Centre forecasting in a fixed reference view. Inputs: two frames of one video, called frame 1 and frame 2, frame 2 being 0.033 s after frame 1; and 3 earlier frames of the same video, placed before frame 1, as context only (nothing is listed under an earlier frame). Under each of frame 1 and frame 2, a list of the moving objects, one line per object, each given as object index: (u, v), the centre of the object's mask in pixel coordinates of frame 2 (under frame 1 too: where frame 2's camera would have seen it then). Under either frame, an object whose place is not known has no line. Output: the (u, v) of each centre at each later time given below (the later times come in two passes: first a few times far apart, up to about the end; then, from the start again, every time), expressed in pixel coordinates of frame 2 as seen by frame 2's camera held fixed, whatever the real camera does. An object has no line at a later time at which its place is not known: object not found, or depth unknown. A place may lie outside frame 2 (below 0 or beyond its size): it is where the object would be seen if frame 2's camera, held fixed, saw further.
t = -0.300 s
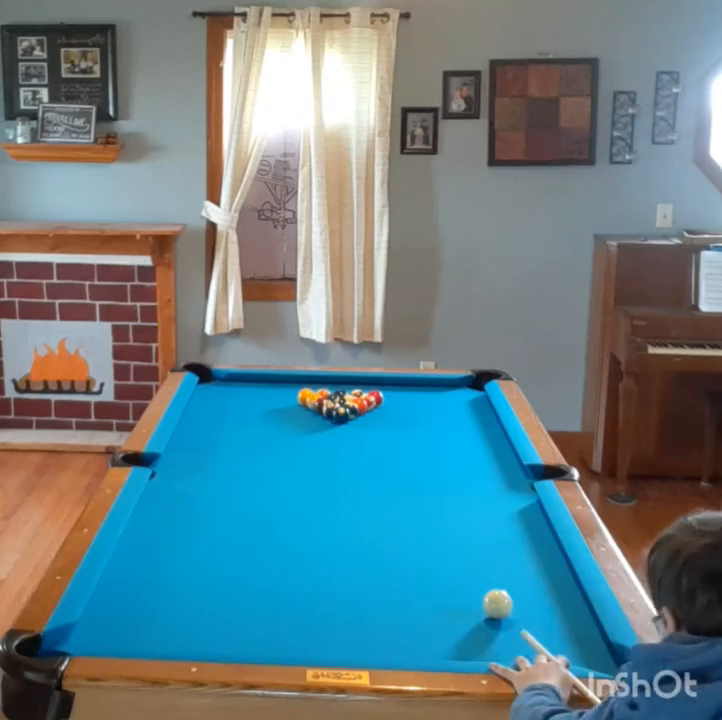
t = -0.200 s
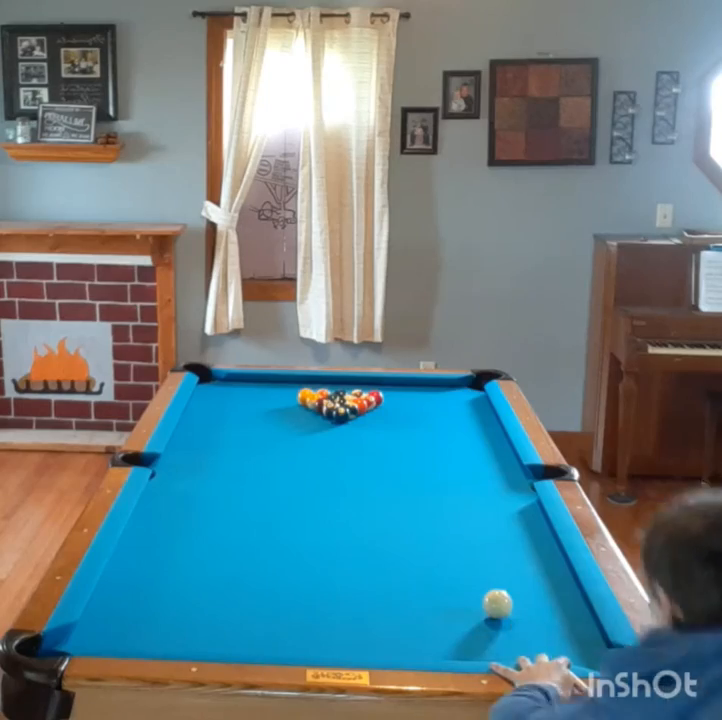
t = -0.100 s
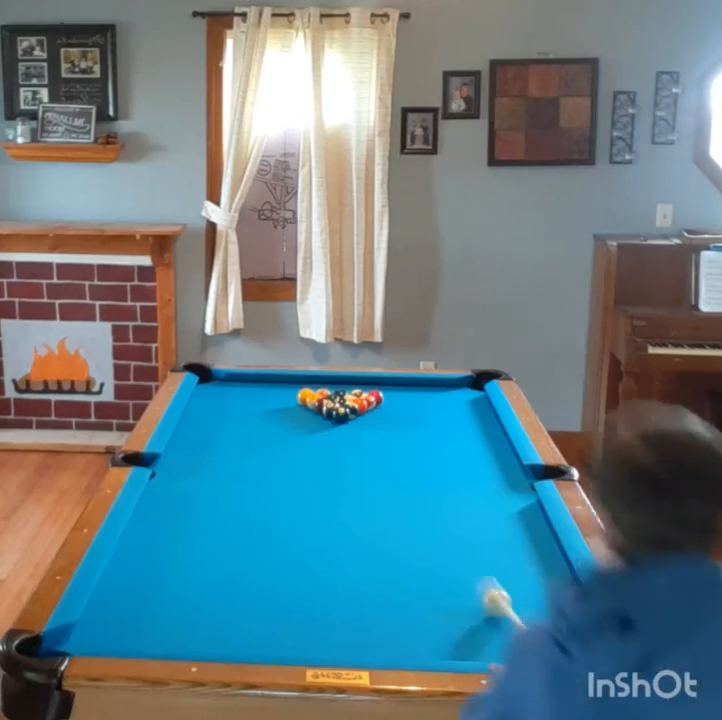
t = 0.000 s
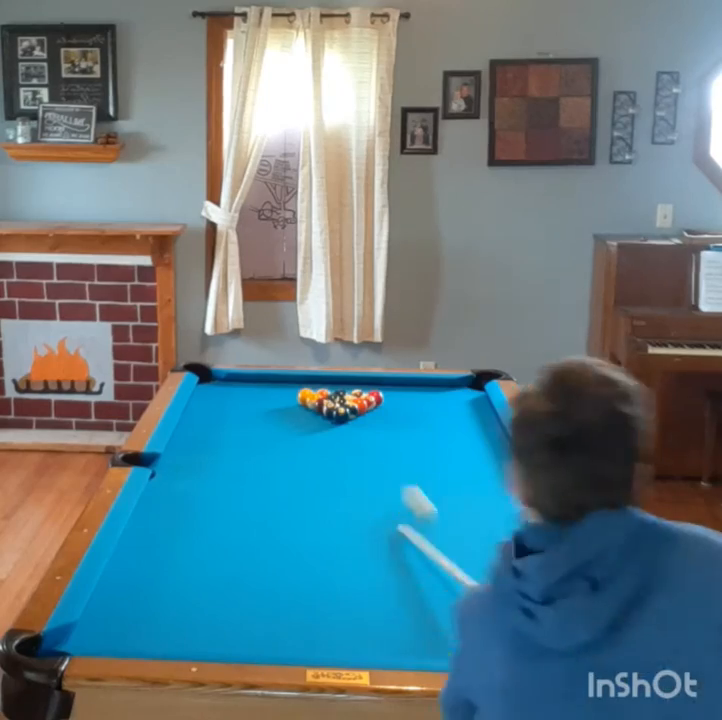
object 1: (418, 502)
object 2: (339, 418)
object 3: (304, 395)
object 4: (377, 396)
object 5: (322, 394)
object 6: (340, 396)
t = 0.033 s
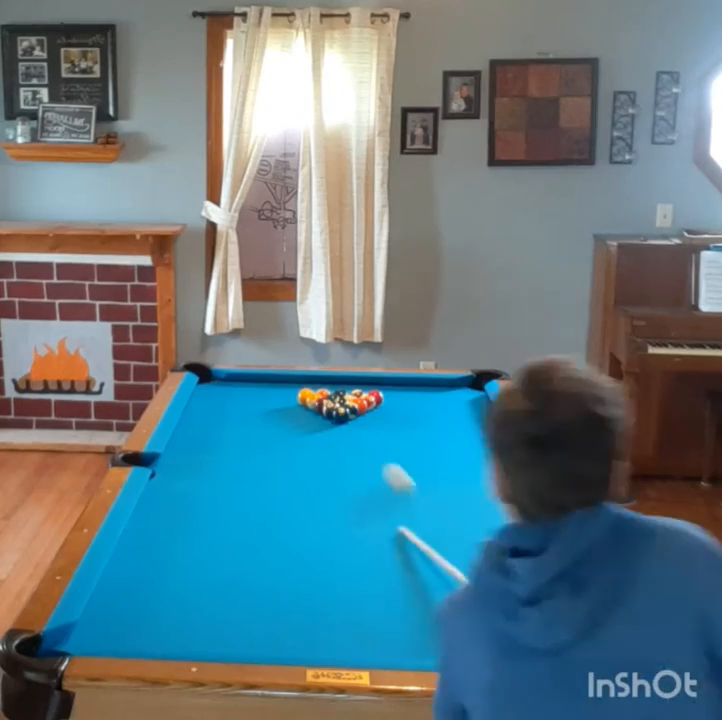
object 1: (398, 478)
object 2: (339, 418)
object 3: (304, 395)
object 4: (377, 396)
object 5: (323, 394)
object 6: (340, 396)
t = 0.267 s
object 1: (368, 422)
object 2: (327, 422)
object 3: (257, 380)
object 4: (398, 386)
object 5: (322, 388)
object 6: (341, 399)
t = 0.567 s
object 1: (403, 420)
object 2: (297, 431)
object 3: (198, 412)
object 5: (317, 381)
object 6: (335, 401)
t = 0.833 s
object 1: (398, 412)
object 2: (270, 443)
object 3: (219, 442)
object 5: (311, 387)
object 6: (331, 400)
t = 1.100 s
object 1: (386, 398)
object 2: (242, 452)
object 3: (243, 478)
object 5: (303, 393)
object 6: (329, 398)
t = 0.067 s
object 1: (380, 457)
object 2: (339, 418)
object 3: (304, 395)
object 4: (377, 396)
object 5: (323, 394)
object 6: (340, 396)
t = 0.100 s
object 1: (364, 438)
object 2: (339, 418)
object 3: (304, 395)
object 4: (377, 396)
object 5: (323, 394)
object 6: (340, 396)
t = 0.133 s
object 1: (350, 422)
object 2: (335, 417)
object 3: (303, 395)
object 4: (377, 396)
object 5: (322, 394)
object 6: (340, 396)
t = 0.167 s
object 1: (351, 418)
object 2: (335, 418)
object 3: (293, 390)
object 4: (381, 393)
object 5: (322, 392)
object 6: (340, 396)
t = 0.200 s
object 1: (357, 420)
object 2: (334, 421)
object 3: (279, 383)
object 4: (387, 391)
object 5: (322, 390)
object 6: (342, 397)
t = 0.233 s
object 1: (363, 422)
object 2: (331, 422)
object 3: (266, 377)
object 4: (393, 388)
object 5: (323, 388)
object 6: (341, 398)
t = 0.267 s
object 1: (368, 422)
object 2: (327, 422)
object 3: (257, 380)
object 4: (398, 386)
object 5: (322, 388)
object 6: (341, 399)
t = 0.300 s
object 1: (374, 423)
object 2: (323, 424)
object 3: (248, 383)
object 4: (404, 383)
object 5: (321, 387)
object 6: (341, 400)
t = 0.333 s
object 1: (378, 424)
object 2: (319, 425)
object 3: (239, 387)
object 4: (409, 382)
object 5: (321, 386)
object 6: (338, 402)
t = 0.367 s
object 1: (383, 424)
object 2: (317, 426)
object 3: (231, 391)
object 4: (412, 383)
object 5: (321, 384)
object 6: (337, 402)
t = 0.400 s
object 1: (387, 423)
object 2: (313, 425)
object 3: (222, 395)
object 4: (415, 384)
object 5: (320, 383)
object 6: (337, 402)
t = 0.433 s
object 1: (392, 423)
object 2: (310, 427)
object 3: (214, 398)
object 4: (416, 385)
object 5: (320, 381)
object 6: (336, 401)
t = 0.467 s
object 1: (395, 422)
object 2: (307, 430)
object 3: (206, 401)
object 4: (417, 387)
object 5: (320, 380)
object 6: (336, 401)
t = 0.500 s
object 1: (398, 421)
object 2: (303, 429)
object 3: (197, 405)
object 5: (319, 380)
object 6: (335, 401)
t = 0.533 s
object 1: (401, 420)
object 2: (301, 432)
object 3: (195, 409)
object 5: (318, 380)
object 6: (335, 402)
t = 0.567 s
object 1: (403, 420)
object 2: (297, 431)
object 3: (198, 412)
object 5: (317, 381)
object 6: (335, 401)
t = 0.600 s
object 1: (404, 420)
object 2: (294, 432)
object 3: (200, 416)
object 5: (316, 382)
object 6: (334, 401)
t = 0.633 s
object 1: (404, 419)
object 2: (290, 435)
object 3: (203, 420)
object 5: (316, 382)
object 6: (334, 401)
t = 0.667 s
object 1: (404, 419)
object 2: (287, 436)
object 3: (205, 423)
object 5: (315, 384)
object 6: (333, 401)
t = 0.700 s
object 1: (403, 418)
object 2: (283, 437)
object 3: (208, 426)
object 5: (314, 384)
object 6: (333, 401)
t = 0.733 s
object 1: (402, 417)
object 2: (280, 438)
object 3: (210, 430)
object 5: (313, 385)
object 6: (332, 401)
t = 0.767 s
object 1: (401, 416)
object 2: (277, 439)
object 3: (213, 434)
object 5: (312, 386)
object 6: (332, 400)
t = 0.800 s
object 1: (400, 414)
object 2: (273, 442)
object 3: (216, 438)
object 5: (312, 386)
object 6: (332, 400)
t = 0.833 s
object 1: (398, 412)
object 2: (270, 443)
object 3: (219, 442)
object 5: (311, 387)
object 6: (331, 400)
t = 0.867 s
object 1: (397, 410)
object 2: (267, 443)
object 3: (222, 446)
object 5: (310, 388)
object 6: (331, 400)
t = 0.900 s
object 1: (395, 409)
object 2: (263, 444)
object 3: (225, 451)
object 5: (309, 389)
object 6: (330, 399)
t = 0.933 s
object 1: (394, 407)
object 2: (260, 445)
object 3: (227, 455)
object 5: (308, 389)
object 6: (330, 399)
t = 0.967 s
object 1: (392, 405)
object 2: (256, 447)
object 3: (231, 459)
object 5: (307, 390)
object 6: (330, 399)
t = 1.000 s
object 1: (391, 403)
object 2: (253, 448)
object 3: (234, 464)
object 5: (306, 391)
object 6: (330, 399)
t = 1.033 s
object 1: (389, 401)
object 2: (250, 449)
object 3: (236, 468)
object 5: (305, 392)
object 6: (329, 398)
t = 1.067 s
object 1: (387, 399)
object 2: (246, 450)
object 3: (240, 473)
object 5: (304, 393)
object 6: (329, 398)
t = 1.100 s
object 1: (386, 398)
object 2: (242, 452)
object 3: (243, 478)
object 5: (303, 393)
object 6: (329, 398)
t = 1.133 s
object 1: (384, 396)
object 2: (239, 453)
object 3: (247, 483)
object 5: (303, 394)
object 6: (328, 398)
